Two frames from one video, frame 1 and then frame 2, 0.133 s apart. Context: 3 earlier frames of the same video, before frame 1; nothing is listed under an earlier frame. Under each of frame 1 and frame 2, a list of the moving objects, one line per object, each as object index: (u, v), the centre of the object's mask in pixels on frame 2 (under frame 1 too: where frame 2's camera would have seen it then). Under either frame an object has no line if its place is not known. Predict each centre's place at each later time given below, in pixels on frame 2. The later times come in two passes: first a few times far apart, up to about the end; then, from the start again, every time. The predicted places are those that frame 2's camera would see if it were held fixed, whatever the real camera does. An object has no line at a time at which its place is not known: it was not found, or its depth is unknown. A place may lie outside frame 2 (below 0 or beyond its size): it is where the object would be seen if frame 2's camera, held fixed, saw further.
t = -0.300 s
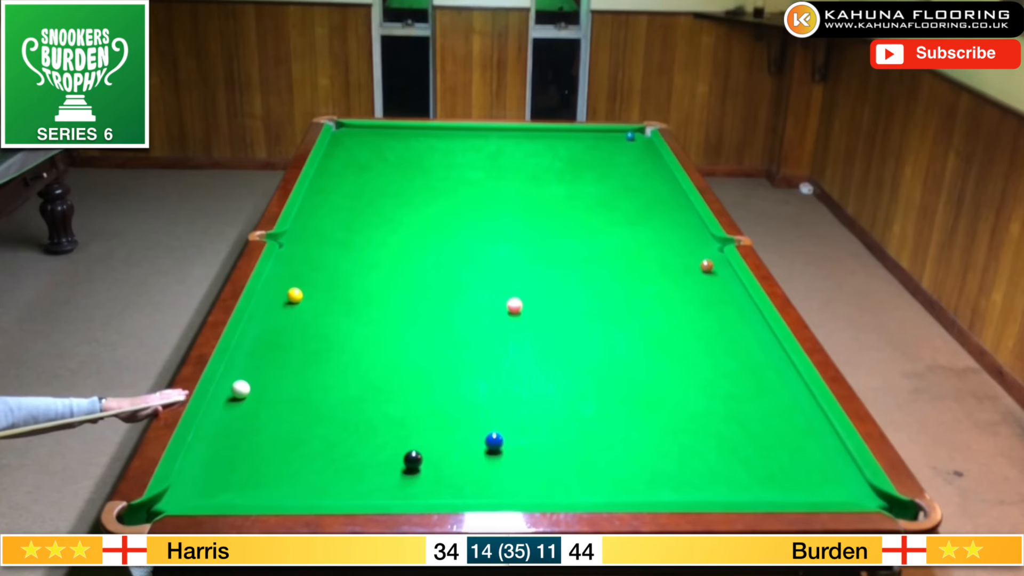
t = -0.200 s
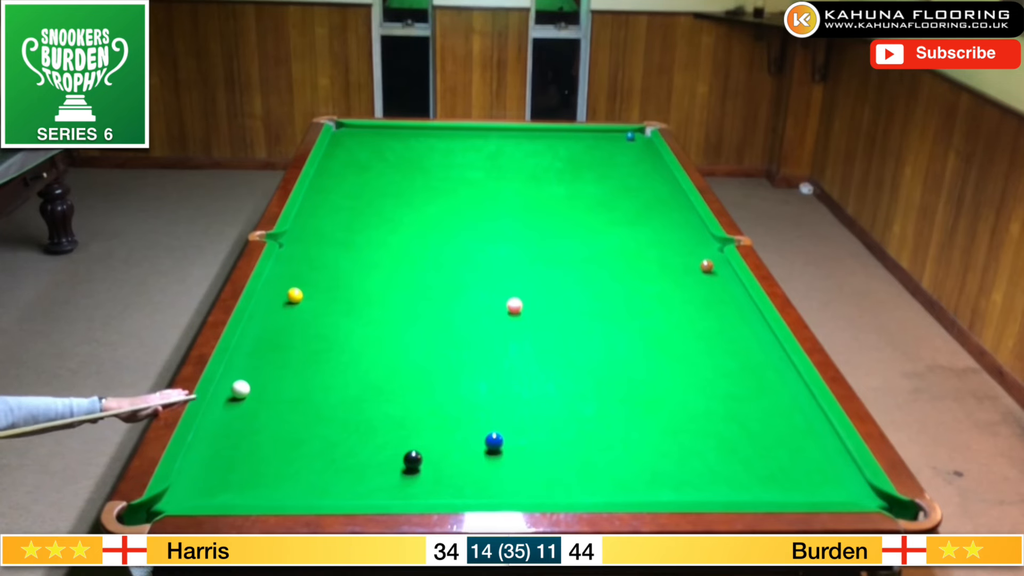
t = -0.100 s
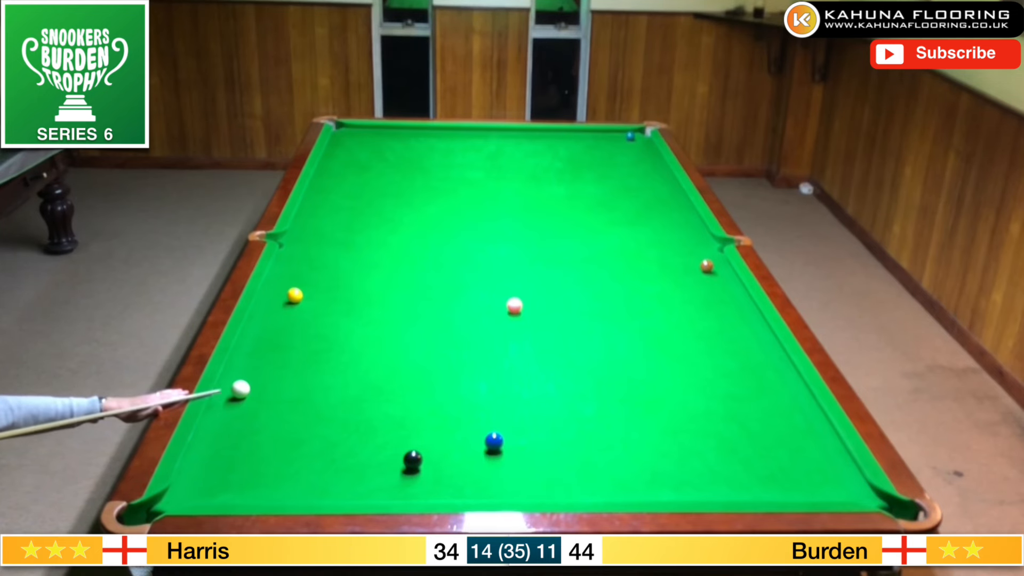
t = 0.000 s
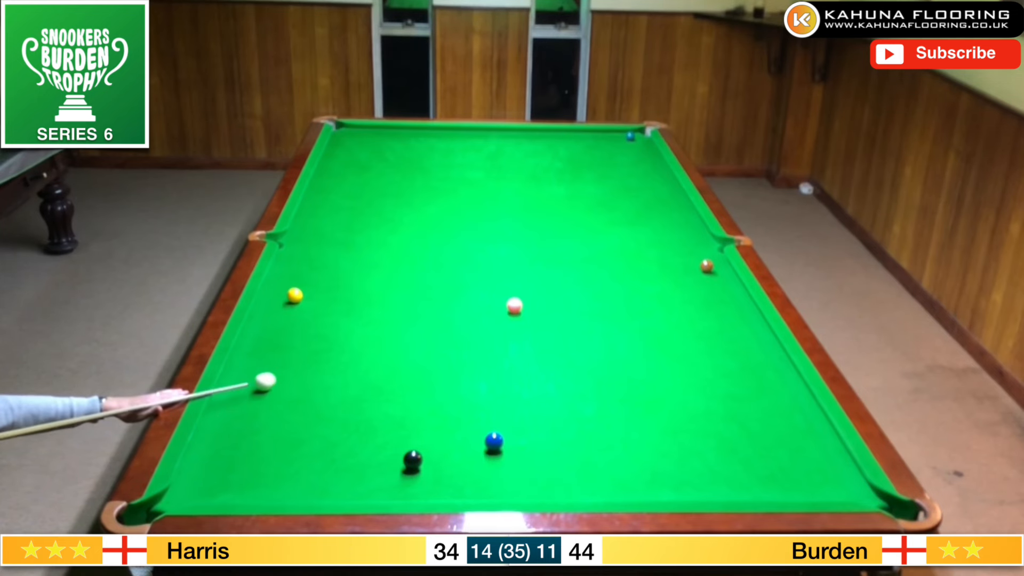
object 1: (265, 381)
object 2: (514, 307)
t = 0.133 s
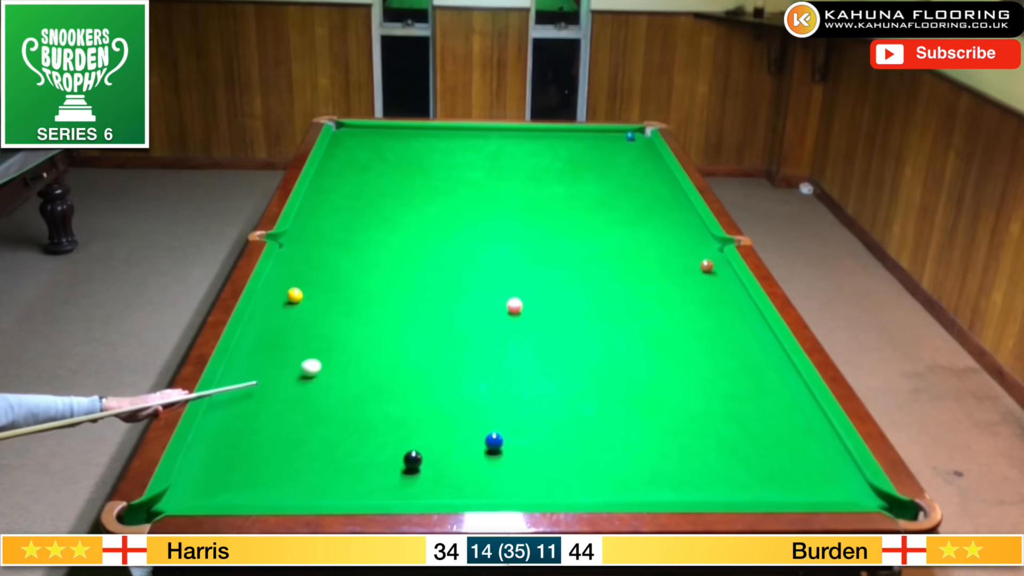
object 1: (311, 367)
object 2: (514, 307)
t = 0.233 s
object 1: (343, 357)
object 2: (514, 308)
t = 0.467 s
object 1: (411, 336)
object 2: (514, 307)
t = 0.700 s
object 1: (471, 318)
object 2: (514, 307)
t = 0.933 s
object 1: (505, 308)
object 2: (533, 301)
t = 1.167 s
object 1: (518, 304)
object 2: (564, 292)
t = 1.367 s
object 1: (527, 301)
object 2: (589, 284)
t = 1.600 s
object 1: (537, 299)
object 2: (616, 276)
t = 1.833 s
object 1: (545, 297)
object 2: (641, 269)
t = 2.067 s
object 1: (552, 295)
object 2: (664, 263)
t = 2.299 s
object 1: (558, 294)
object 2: (685, 257)
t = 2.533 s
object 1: (563, 293)
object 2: (704, 251)
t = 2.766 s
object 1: (567, 292)
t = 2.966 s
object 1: (569, 292)
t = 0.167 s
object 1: (322, 364)
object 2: (514, 308)
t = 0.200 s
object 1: (332, 360)
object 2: (514, 307)
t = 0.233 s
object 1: (343, 357)
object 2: (514, 308)
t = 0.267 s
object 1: (353, 354)
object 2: (514, 307)
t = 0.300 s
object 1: (363, 351)
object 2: (514, 308)
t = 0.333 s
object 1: (373, 348)
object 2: (514, 307)
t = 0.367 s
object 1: (383, 345)
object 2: (514, 307)
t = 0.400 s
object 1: (393, 342)
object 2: (514, 307)
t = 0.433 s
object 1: (402, 339)
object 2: (514, 307)
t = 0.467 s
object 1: (411, 336)
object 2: (514, 307)
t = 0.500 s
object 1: (420, 333)
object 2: (514, 308)
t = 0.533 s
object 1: (429, 331)
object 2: (514, 308)
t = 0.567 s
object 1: (438, 328)
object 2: (514, 307)
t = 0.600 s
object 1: (446, 325)
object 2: (514, 307)
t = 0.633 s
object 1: (455, 323)
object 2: (514, 307)
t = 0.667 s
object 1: (463, 320)
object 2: (514, 307)
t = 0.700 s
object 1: (471, 318)
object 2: (514, 307)
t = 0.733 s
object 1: (479, 315)
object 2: (514, 307)
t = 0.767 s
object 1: (487, 313)
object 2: (514, 307)
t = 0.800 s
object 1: (495, 311)
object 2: (514, 307)
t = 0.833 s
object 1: (502, 309)
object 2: (516, 307)
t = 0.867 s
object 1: (503, 308)
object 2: (521, 305)
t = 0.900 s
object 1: (504, 308)
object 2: (527, 303)
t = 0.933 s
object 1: (505, 308)
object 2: (533, 301)
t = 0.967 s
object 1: (507, 307)
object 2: (538, 300)
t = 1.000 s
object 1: (509, 307)
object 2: (542, 298)
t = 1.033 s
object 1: (511, 306)
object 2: (547, 297)
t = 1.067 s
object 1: (512, 306)
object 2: (551, 296)
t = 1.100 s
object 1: (514, 305)
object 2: (555, 294)
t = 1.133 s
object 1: (516, 305)
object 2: (560, 293)
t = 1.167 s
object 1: (518, 304)
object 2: (564, 292)
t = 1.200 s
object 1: (519, 304)
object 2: (569, 290)
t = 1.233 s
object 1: (521, 303)
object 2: (573, 289)
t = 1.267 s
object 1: (522, 303)
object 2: (577, 288)
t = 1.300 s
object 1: (524, 302)
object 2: (581, 287)
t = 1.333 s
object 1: (525, 302)
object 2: (585, 285)
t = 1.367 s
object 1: (527, 301)
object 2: (589, 284)
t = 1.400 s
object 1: (528, 301)
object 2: (593, 283)
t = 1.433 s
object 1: (530, 301)
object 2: (597, 282)
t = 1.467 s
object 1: (531, 300)
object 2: (601, 281)
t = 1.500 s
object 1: (533, 300)
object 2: (605, 280)
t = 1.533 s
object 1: (534, 299)
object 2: (609, 279)
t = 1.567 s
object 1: (535, 299)
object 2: (613, 277)
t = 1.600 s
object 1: (537, 299)
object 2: (616, 276)
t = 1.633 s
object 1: (538, 298)
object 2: (620, 275)
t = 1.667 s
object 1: (539, 298)
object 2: (624, 274)
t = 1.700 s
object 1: (540, 298)
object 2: (627, 273)
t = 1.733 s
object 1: (542, 297)
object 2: (631, 272)
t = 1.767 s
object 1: (543, 297)
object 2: (634, 271)
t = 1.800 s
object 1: (544, 297)
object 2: (638, 270)
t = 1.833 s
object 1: (545, 297)
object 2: (641, 269)
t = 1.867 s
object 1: (546, 297)
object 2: (645, 268)
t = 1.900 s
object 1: (547, 296)
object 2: (648, 267)
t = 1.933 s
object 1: (548, 296)
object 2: (651, 266)
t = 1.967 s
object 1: (549, 296)
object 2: (654, 265)
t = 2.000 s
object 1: (550, 296)
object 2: (658, 264)
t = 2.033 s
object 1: (551, 295)
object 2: (661, 263)
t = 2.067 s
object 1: (552, 295)
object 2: (664, 263)
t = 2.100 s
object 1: (553, 295)
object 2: (667, 262)
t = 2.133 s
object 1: (554, 295)
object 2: (670, 261)
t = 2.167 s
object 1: (555, 294)
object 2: (673, 260)
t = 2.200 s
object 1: (556, 294)
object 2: (676, 259)
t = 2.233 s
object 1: (557, 294)
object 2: (679, 259)
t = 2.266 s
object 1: (558, 294)
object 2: (682, 257)
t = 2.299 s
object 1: (558, 294)
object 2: (685, 257)
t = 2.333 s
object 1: (559, 294)
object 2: (688, 256)
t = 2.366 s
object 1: (560, 293)
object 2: (691, 255)
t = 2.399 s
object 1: (561, 293)
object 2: (693, 254)
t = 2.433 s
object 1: (561, 293)
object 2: (696, 253)
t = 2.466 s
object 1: (562, 293)
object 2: (699, 253)
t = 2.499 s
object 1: (563, 293)
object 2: (701, 252)
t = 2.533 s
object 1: (563, 293)
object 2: (704, 251)
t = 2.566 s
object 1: (564, 293)
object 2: (707, 250)
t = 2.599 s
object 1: (564, 293)
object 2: (710, 250)
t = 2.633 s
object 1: (565, 293)
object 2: (712, 249)
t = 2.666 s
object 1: (566, 292)
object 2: (715, 249)
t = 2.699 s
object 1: (566, 292)
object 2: (717, 248)
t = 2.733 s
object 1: (566, 292)
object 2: (719, 247)
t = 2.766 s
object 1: (567, 292)
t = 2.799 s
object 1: (567, 292)
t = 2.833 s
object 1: (568, 292)
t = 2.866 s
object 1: (568, 292)
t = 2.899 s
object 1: (568, 292)
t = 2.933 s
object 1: (569, 292)
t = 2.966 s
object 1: (569, 292)
